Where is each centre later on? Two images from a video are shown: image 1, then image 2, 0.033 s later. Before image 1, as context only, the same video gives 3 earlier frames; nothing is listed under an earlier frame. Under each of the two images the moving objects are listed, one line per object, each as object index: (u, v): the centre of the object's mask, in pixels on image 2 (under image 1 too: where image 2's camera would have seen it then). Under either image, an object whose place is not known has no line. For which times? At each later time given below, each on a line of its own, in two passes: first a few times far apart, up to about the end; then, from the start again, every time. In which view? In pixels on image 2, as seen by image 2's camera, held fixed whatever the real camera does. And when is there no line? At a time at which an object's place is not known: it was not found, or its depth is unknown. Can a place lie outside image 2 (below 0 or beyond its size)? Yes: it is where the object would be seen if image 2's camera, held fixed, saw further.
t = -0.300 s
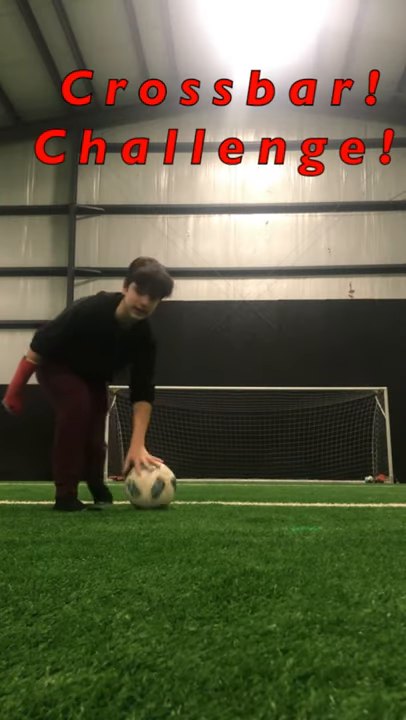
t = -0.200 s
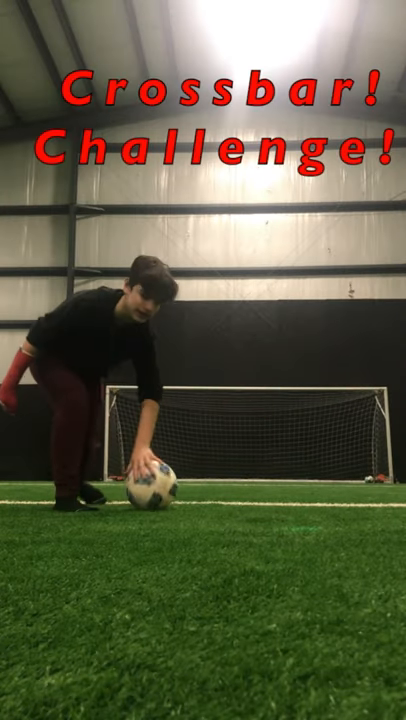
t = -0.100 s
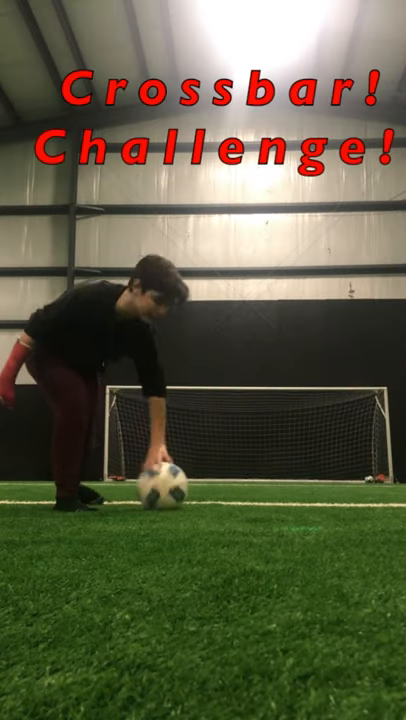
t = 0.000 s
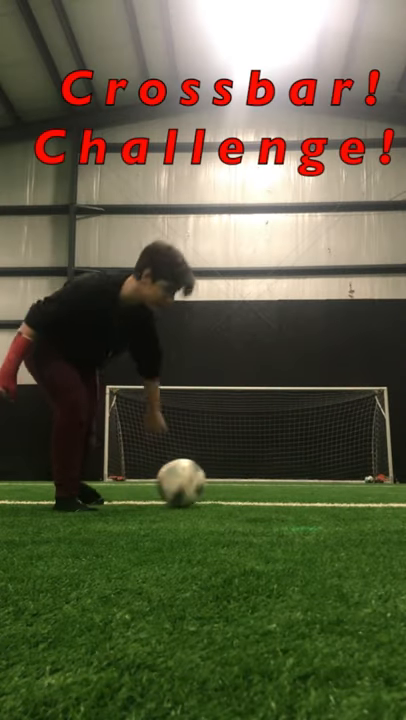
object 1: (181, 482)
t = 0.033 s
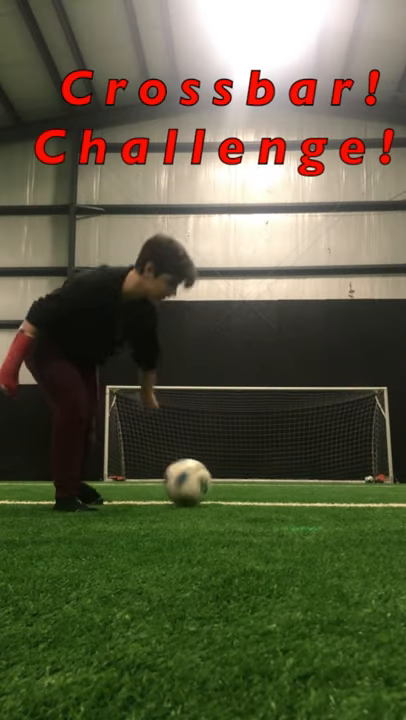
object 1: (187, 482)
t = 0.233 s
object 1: (218, 482)
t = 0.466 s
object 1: (246, 482)
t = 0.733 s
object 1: (271, 482)
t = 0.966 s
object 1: (288, 482)
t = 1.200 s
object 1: (300, 481)
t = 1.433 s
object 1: (313, 482)
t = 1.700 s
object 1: (324, 481)
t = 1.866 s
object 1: (330, 481)
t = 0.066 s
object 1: (193, 483)
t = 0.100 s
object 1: (199, 484)
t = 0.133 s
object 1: (204, 482)
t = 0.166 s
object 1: (209, 481)
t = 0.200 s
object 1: (214, 483)
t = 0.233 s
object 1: (218, 482)
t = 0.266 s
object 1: (223, 482)
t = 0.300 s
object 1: (227, 483)
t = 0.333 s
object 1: (231, 482)
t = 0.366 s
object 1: (235, 481)
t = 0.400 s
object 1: (239, 481)
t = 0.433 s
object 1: (243, 482)
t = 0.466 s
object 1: (246, 482)
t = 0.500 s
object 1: (250, 481)
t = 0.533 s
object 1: (253, 482)
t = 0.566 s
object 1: (257, 482)
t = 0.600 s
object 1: (260, 481)
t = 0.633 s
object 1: (263, 481)
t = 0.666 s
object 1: (266, 483)
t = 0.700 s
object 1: (269, 483)
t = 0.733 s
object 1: (271, 482)
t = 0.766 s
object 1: (274, 483)
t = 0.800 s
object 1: (277, 483)
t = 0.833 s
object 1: (279, 482)
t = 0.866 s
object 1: (281, 482)
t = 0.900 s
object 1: (284, 482)
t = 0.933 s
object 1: (286, 482)
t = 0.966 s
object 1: (288, 482)
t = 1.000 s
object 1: (290, 481)
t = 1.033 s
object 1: (292, 482)
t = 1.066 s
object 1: (294, 482)
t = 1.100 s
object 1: (296, 482)
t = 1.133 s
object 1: (297, 482)
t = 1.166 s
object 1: (299, 482)
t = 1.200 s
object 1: (300, 481)
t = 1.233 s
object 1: (302, 482)
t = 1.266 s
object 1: (304, 481)
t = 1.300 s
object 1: (306, 481)
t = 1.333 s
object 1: (307, 481)
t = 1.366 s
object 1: (309, 481)
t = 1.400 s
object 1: (311, 481)
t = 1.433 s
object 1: (313, 482)
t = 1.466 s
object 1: (314, 481)
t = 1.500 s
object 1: (316, 481)
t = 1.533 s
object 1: (317, 481)
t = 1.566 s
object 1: (318, 481)
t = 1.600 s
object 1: (320, 481)
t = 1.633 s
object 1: (321, 481)
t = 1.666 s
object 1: (323, 481)
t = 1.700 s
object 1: (324, 481)
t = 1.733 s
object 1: (325, 481)
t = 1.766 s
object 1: (326, 481)
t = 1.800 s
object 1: (327, 481)
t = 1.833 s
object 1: (329, 481)
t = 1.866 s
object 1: (330, 481)
